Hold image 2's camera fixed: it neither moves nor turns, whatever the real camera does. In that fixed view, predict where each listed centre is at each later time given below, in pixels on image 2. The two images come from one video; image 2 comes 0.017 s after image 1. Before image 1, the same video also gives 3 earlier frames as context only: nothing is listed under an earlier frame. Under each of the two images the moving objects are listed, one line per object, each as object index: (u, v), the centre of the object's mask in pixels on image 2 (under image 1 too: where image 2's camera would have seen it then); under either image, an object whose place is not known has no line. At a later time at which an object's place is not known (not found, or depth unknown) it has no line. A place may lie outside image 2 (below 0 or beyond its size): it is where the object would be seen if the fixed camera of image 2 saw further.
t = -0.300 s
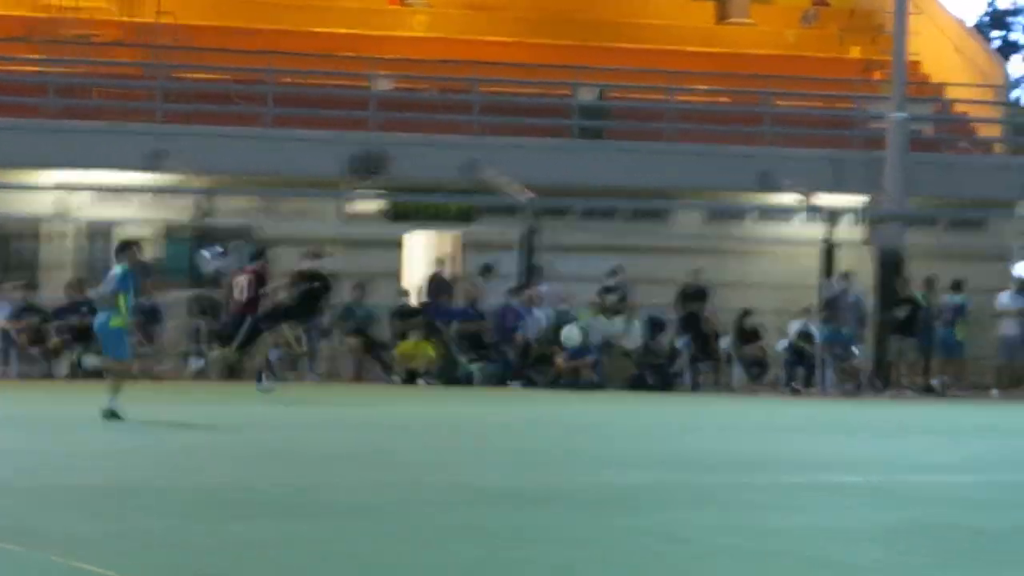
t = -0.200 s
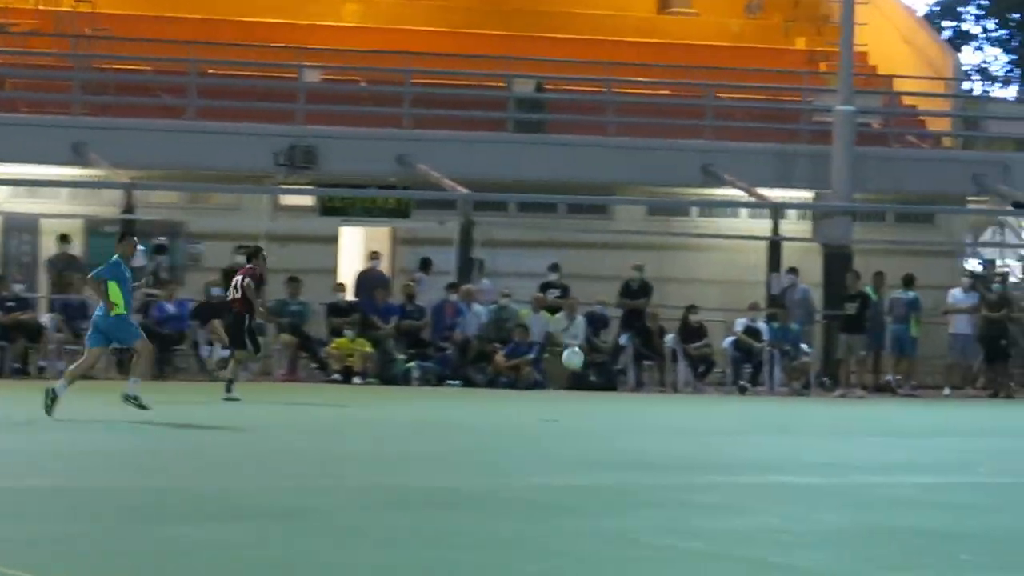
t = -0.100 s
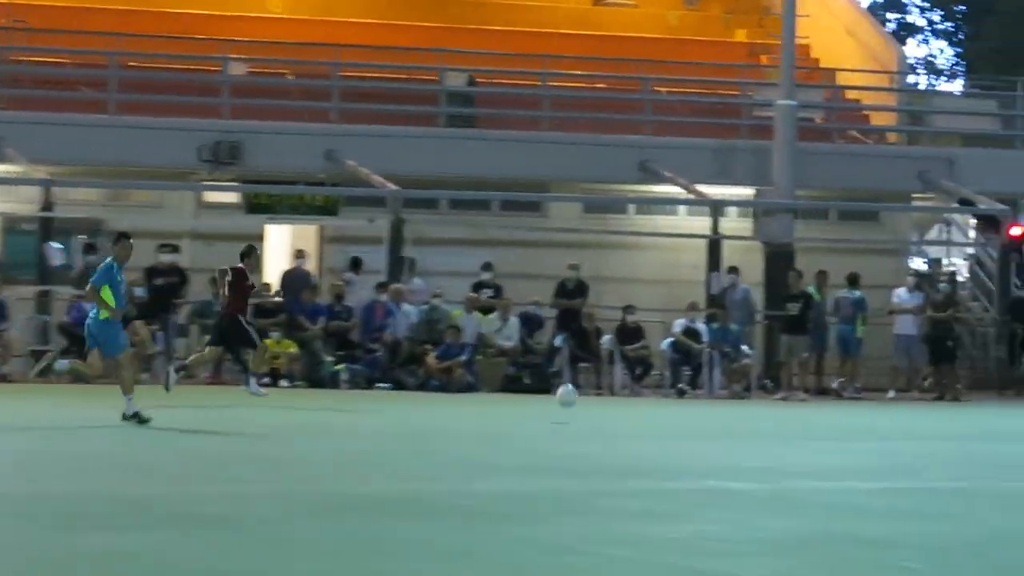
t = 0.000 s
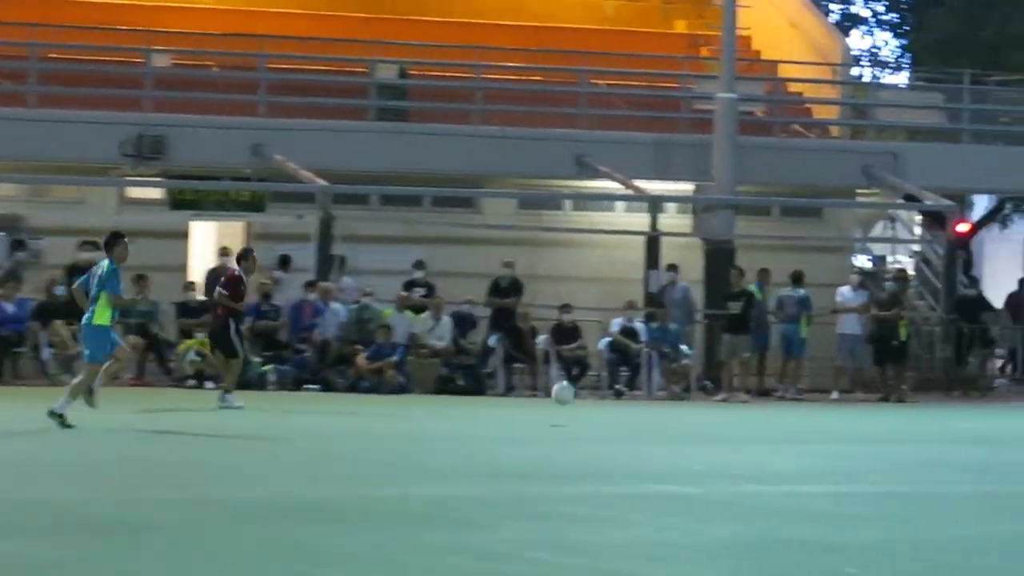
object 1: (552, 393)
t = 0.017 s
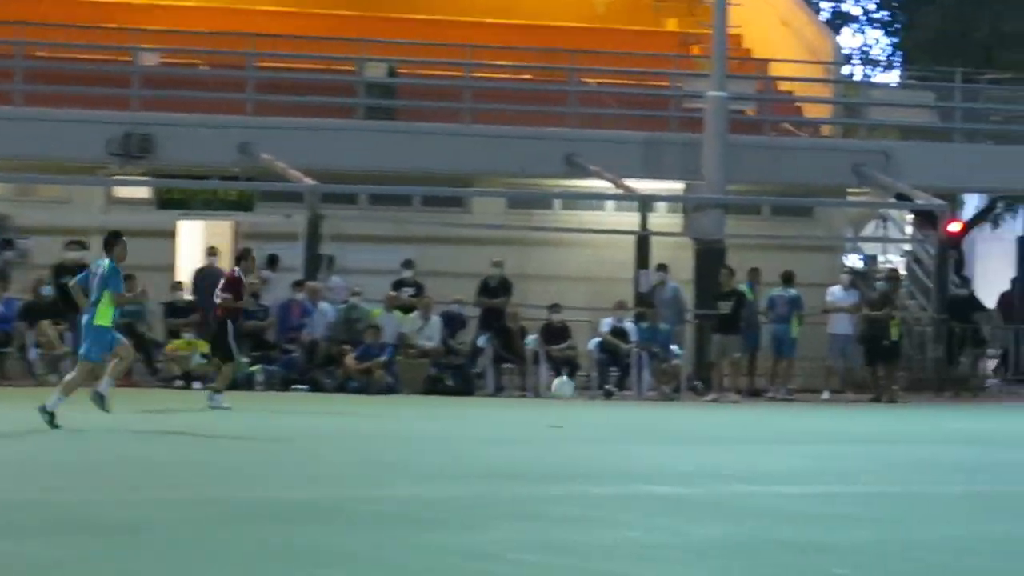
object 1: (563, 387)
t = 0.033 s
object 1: (573, 383)
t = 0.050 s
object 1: (583, 379)
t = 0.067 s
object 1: (592, 374)
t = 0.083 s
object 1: (603, 371)
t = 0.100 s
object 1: (613, 367)
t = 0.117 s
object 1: (622, 363)
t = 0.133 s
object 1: (633, 360)
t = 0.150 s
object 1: (642, 358)
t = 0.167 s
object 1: (651, 356)
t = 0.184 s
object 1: (661, 354)
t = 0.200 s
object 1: (671, 352)
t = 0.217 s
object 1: (680, 350)
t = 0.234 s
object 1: (690, 349)
